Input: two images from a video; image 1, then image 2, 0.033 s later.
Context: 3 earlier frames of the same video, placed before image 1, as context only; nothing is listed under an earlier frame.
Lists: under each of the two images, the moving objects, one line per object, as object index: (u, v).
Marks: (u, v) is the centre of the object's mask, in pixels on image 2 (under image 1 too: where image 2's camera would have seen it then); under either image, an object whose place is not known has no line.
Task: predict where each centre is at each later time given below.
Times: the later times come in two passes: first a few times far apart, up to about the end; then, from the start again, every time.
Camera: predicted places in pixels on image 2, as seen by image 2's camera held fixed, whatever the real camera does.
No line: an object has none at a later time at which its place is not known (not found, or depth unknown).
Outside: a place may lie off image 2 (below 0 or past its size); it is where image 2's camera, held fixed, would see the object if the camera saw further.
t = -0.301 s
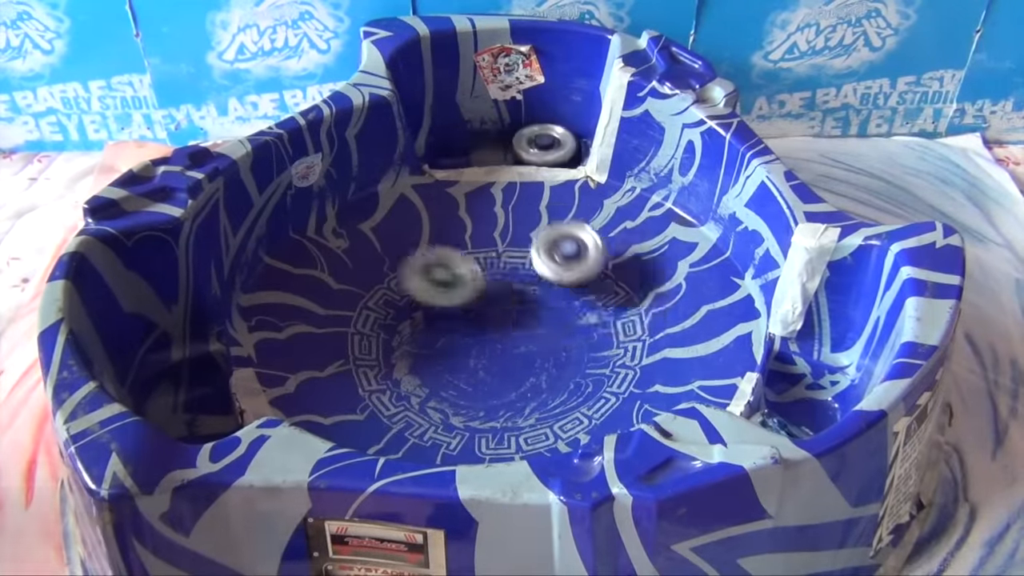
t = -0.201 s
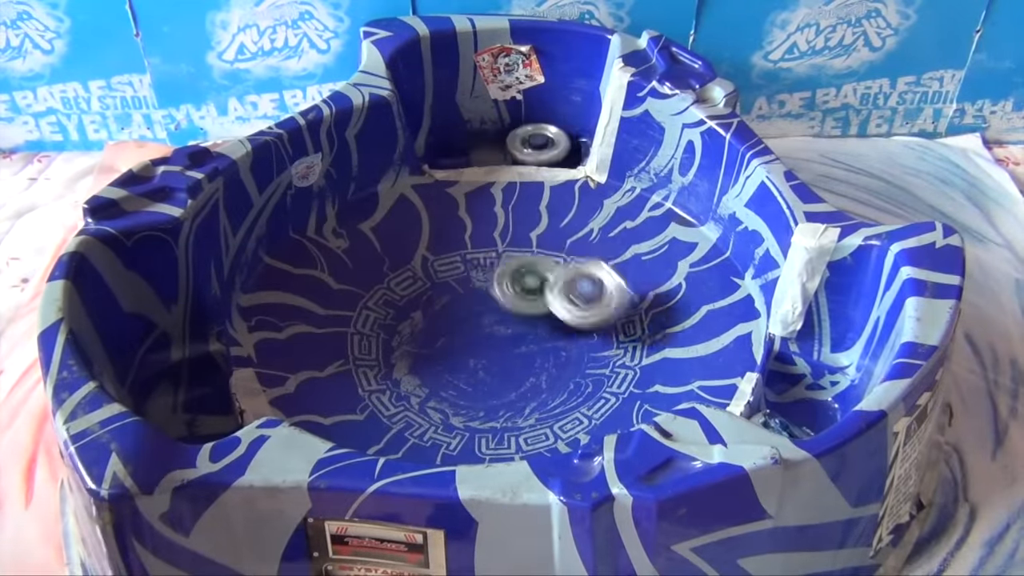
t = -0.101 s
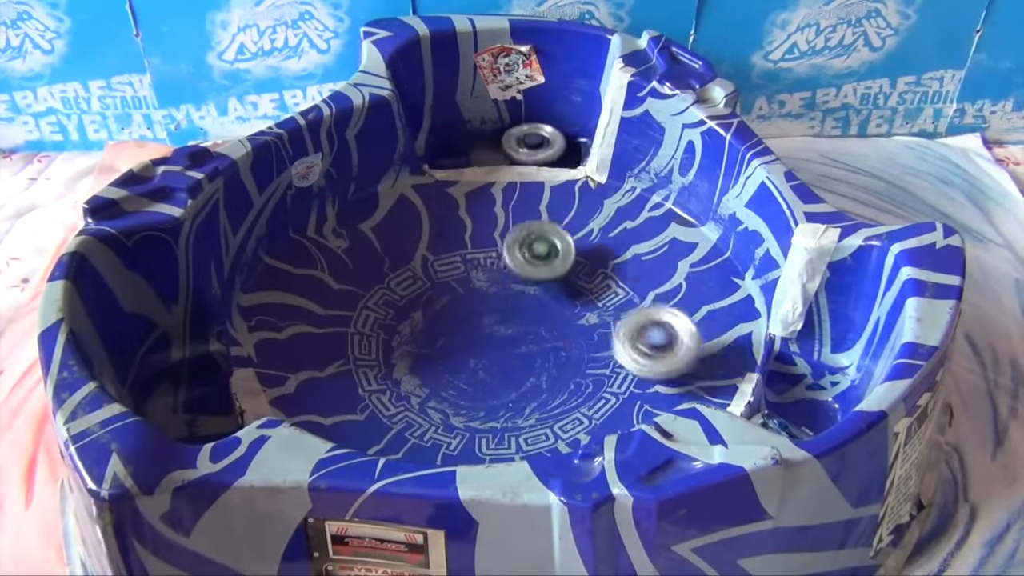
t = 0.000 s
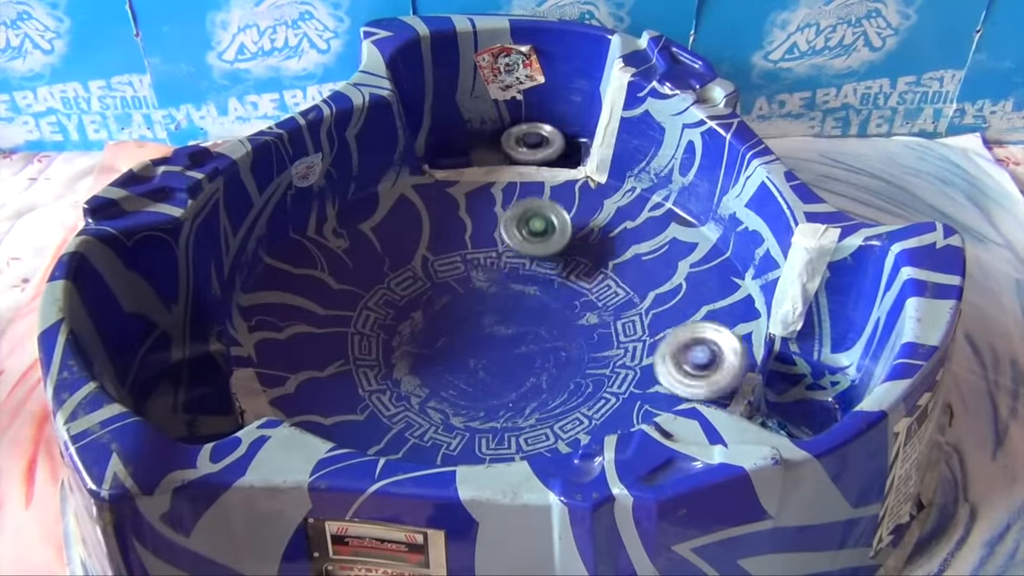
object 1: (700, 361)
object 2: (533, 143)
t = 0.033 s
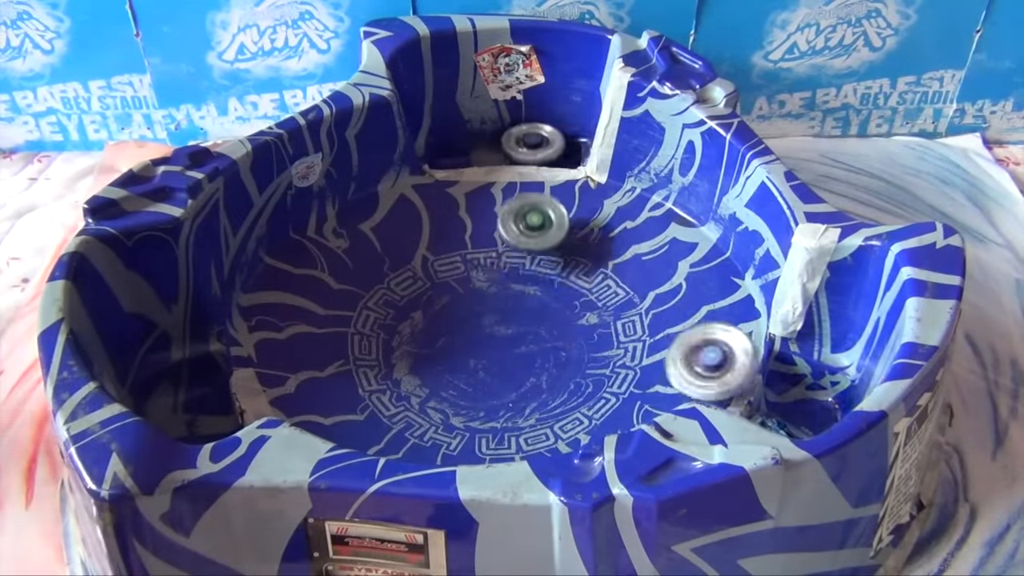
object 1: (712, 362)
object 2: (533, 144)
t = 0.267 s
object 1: (737, 303)
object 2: (548, 145)
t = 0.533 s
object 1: (631, 249)
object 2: (516, 142)
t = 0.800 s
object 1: (484, 274)
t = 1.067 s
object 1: (370, 281)
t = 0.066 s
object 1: (723, 361)
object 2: (534, 144)
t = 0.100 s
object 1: (733, 357)
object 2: (536, 144)
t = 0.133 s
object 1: (742, 351)
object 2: (539, 144)
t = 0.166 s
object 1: (743, 342)
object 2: (540, 144)
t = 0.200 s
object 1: (742, 330)
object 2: (541, 145)
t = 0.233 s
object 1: (739, 317)
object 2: (546, 144)
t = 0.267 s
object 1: (737, 303)
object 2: (548, 145)
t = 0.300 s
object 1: (732, 290)
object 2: (548, 145)
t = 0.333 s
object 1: (726, 278)
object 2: (543, 144)
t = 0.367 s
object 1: (716, 268)
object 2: (538, 143)
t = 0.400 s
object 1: (704, 259)
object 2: (533, 143)
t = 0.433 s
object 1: (690, 252)
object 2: (527, 143)
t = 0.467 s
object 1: (672, 248)
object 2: (523, 143)
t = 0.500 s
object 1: (653, 247)
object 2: (519, 142)
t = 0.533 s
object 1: (631, 249)
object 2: (516, 142)
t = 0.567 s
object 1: (603, 253)
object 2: (514, 142)
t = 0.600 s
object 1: (588, 247)
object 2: (511, 142)
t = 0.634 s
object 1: (574, 239)
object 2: (509, 142)
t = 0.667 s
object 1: (559, 237)
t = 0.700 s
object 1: (540, 239)
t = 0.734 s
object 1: (522, 247)
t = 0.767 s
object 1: (503, 259)
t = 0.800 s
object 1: (484, 274)
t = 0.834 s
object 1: (469, 290)
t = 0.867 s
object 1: (454, 307)
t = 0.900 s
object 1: (442, 326)
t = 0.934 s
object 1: (432, 344)
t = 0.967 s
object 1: (421, 352)
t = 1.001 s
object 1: (396, 328)
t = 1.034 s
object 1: (380, 303)
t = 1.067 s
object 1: (370, 281)
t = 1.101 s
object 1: (362, 262)
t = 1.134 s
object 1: (359, 249)
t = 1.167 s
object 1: (359, 237)
